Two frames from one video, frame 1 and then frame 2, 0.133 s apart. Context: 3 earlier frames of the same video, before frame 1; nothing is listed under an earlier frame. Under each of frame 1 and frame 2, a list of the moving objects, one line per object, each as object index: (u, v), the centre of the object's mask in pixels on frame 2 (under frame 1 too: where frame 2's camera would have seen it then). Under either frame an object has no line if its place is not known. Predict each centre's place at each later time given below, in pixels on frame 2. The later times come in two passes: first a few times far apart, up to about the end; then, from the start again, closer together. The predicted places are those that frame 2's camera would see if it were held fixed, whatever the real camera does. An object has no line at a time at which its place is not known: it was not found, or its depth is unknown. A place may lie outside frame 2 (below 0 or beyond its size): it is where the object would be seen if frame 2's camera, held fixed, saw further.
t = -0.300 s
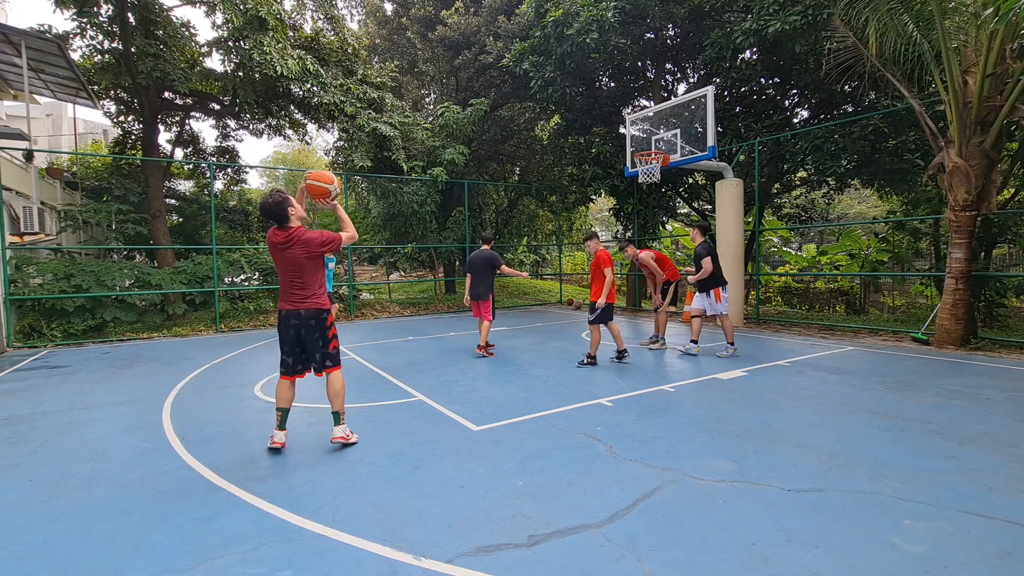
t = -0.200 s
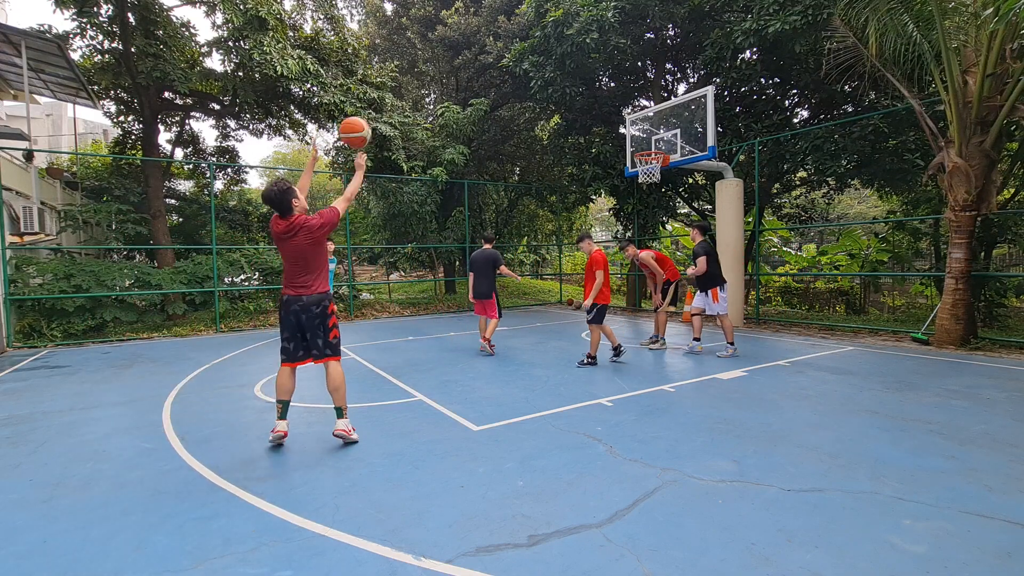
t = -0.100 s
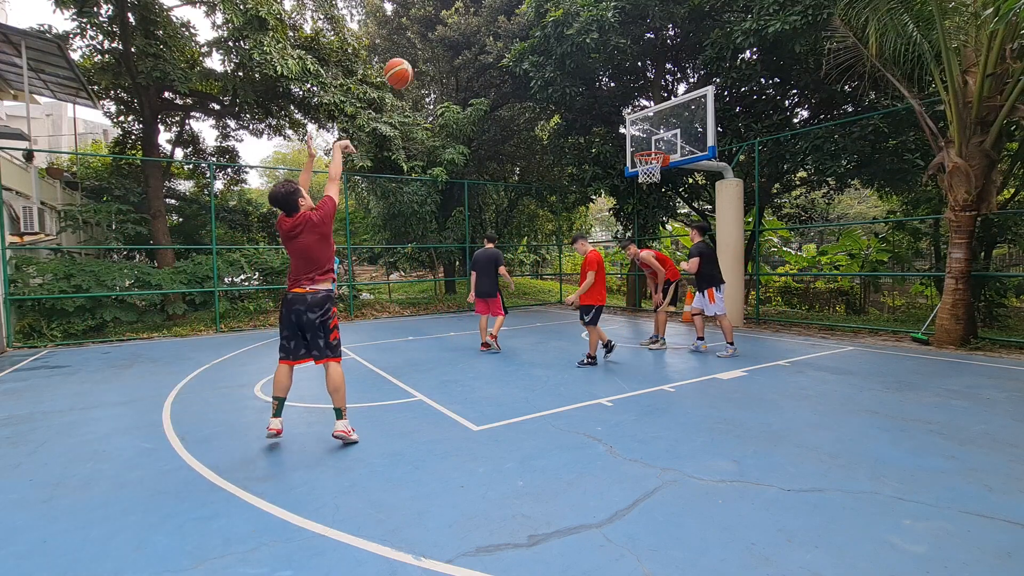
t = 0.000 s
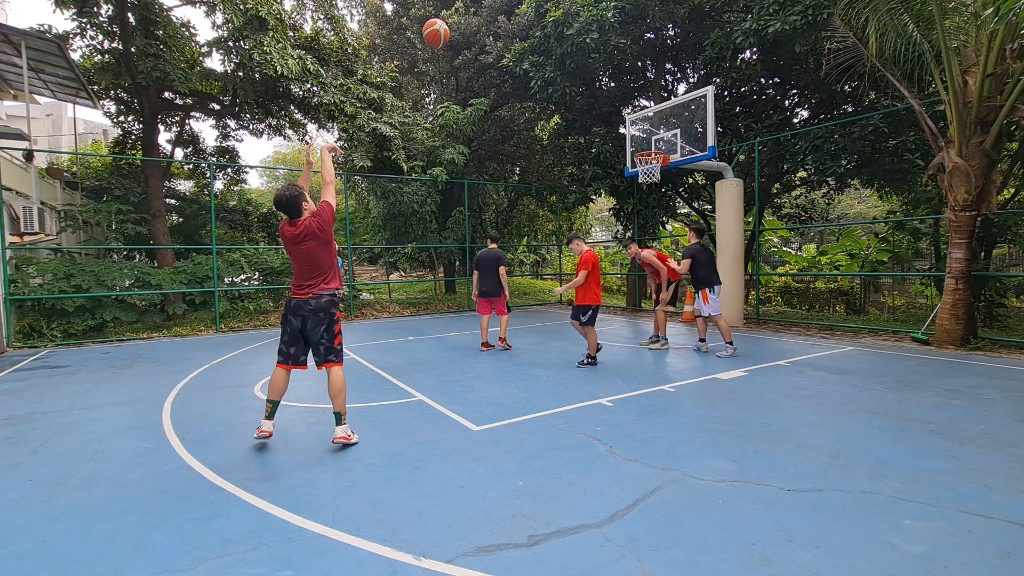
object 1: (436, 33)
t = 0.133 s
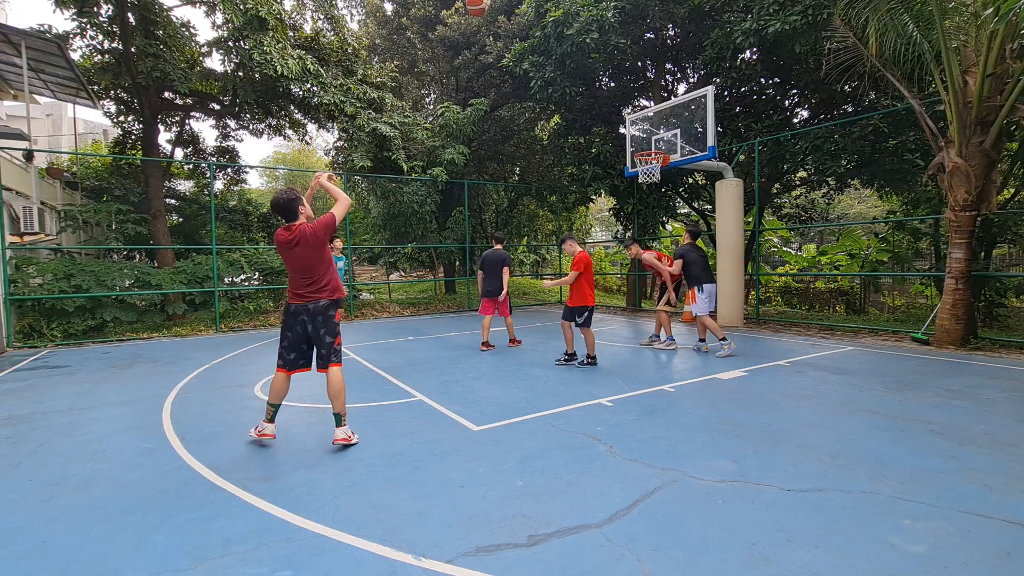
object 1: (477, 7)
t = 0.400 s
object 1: (542, 5)
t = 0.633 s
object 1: (585, 40)
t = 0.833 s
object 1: (614, 94)
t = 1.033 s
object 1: (630, 144)
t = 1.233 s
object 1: (613, 128)
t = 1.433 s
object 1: (597, 136)
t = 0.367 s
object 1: (536, 4)
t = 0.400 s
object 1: (542, 5)
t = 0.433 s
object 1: (549, 7)
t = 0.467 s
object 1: (556, 9)
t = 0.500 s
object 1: (561, 13)
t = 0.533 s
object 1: (568, 18)
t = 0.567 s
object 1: (574, 25)
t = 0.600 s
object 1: (580, 32)
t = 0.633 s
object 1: (585, 40)
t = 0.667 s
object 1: (590, 48)
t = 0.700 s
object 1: (595, 56)
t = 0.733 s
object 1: (600, 65)
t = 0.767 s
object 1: (605, 75)
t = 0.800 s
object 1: (609, 84)
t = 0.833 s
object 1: (614, 94)
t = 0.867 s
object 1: (618, 104)
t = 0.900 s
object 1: (622, 115)
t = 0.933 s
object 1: (626, 127)
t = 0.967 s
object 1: (630, 138)
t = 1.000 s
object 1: (634, 148)
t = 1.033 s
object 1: (630, 144)
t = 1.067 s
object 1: (627, 140)
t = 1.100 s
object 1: (624, 137)
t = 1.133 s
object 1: (621, 133)
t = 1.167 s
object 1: (619, 131)
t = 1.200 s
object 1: (616, 129)
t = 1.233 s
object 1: (613, 128)
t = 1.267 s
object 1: (611, 128)
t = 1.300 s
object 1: (608, 128)
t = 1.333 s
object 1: (605, 129)
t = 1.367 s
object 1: (602, 130)
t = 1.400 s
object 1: (599, 132)
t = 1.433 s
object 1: (597, 136)
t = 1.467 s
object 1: (594, 138)
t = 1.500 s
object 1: (592, 142)
